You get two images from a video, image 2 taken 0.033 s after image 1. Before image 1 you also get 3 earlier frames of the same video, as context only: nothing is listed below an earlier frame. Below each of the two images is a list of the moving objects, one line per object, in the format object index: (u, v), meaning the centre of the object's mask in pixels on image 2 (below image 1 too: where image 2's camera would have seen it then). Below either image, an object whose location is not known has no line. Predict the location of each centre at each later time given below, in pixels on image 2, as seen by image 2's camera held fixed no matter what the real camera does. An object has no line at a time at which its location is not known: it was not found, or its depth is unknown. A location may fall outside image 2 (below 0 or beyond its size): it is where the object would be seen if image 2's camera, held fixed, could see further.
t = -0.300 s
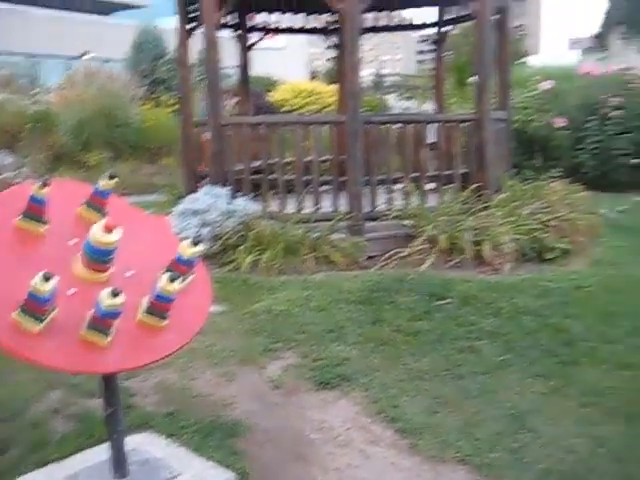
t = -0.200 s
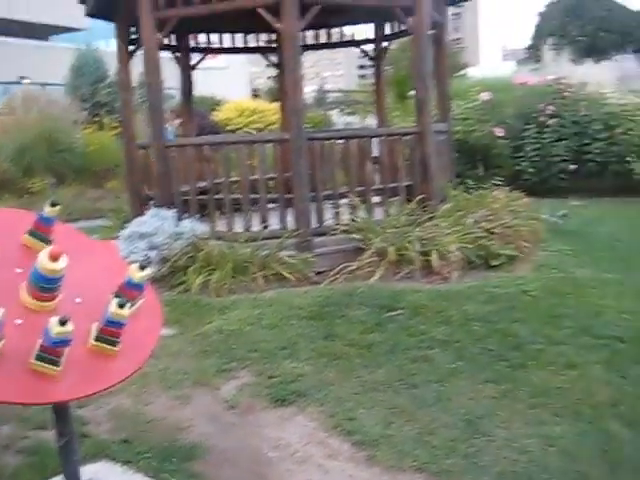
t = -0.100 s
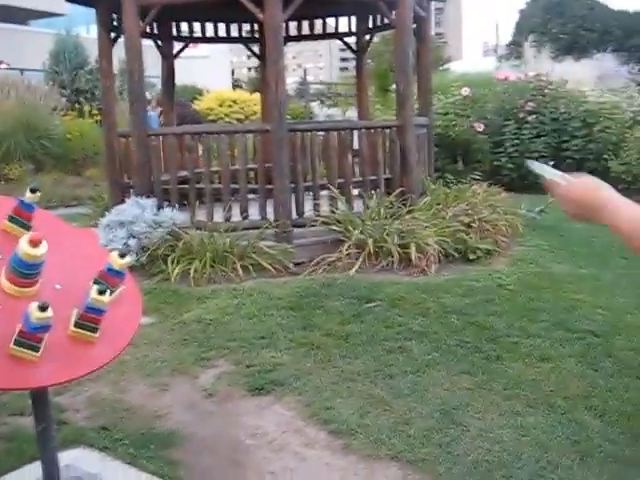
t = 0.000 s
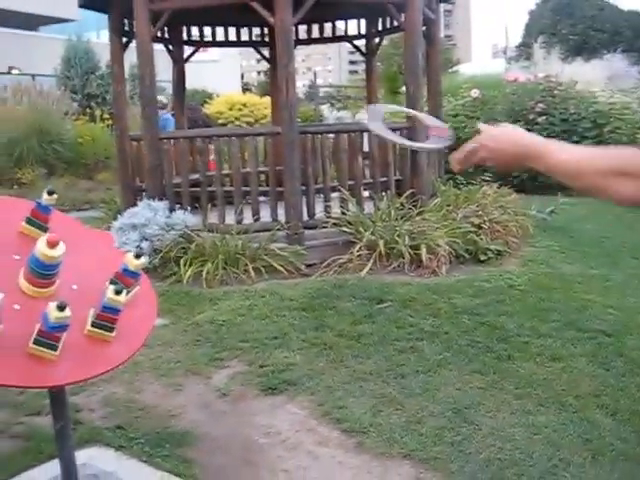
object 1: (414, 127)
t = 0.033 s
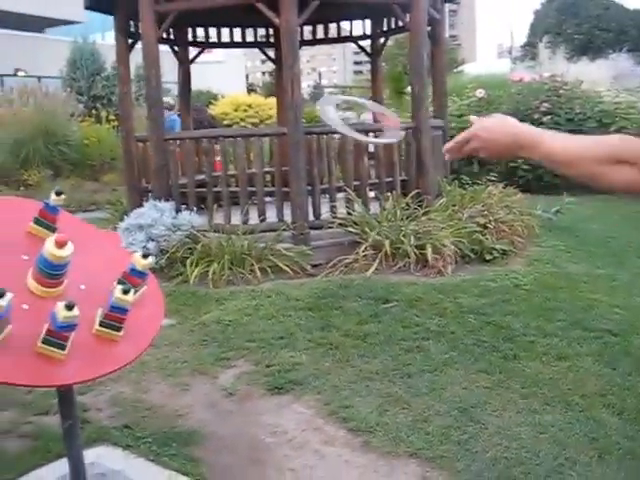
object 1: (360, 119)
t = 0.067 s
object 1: (313, 116)
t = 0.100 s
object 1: (270, 127)
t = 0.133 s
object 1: (228, 129)
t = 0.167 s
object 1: (190, 134)
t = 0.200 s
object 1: (156, 148)
